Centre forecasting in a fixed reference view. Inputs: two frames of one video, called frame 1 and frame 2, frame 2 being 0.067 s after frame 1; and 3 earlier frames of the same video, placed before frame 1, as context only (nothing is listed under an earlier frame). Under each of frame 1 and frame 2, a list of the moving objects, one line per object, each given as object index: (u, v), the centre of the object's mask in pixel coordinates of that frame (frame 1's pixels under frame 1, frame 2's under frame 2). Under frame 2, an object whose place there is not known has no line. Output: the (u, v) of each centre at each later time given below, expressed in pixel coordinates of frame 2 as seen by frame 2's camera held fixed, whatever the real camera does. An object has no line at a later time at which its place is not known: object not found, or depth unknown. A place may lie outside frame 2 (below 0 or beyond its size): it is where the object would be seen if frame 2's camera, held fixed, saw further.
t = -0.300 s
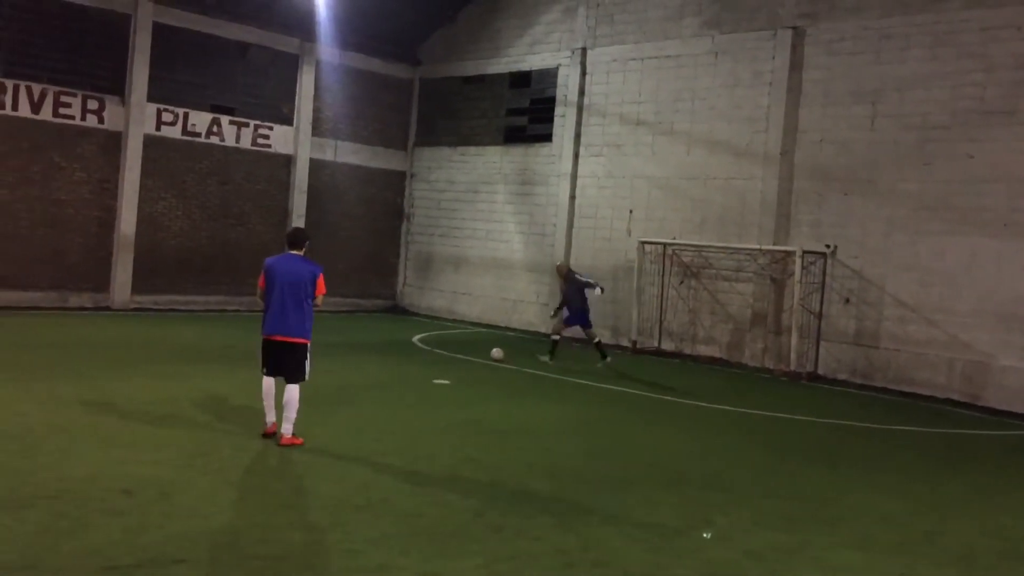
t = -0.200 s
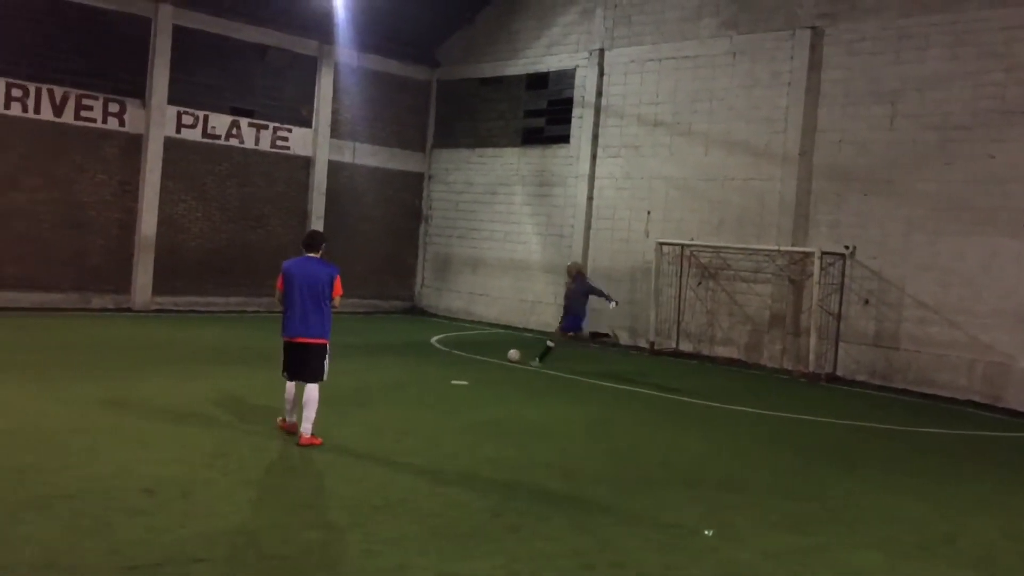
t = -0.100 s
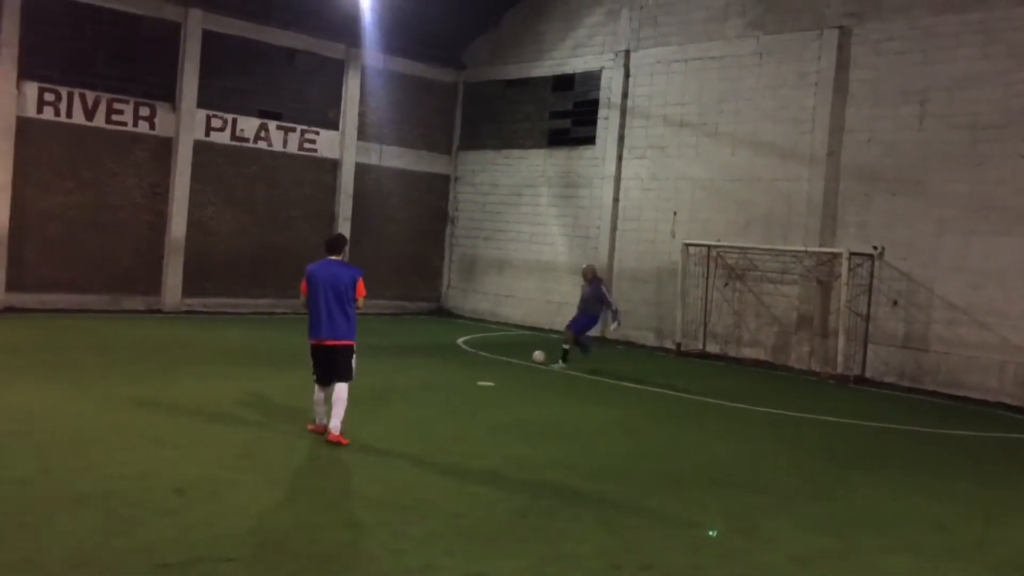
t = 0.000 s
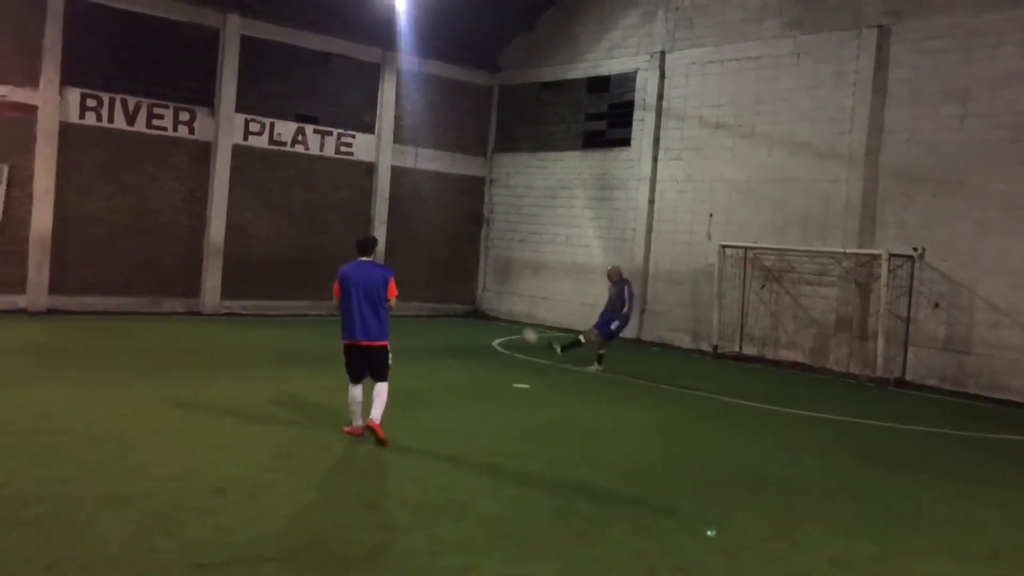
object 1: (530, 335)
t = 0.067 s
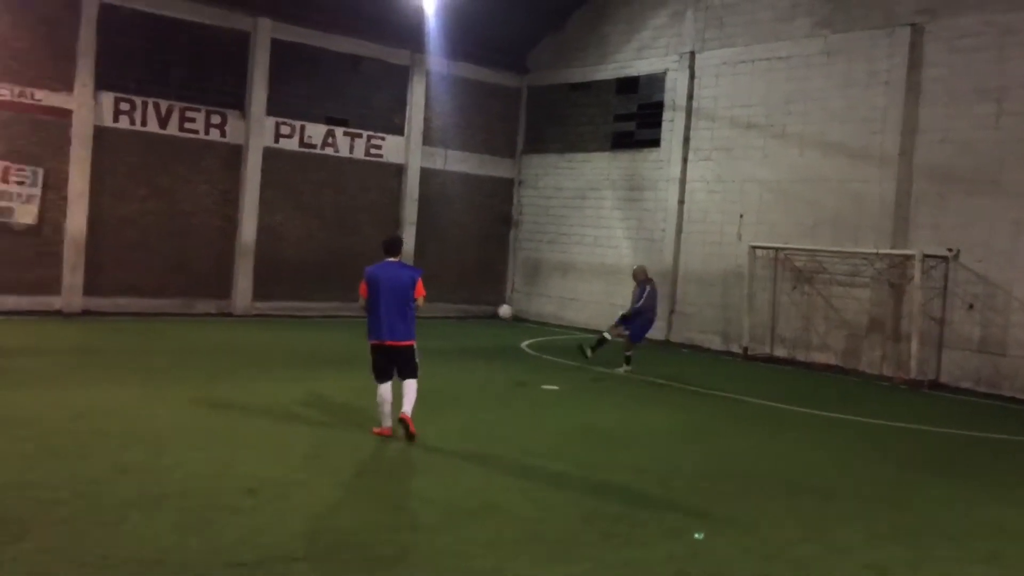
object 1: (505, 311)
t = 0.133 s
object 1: (448, 286)
